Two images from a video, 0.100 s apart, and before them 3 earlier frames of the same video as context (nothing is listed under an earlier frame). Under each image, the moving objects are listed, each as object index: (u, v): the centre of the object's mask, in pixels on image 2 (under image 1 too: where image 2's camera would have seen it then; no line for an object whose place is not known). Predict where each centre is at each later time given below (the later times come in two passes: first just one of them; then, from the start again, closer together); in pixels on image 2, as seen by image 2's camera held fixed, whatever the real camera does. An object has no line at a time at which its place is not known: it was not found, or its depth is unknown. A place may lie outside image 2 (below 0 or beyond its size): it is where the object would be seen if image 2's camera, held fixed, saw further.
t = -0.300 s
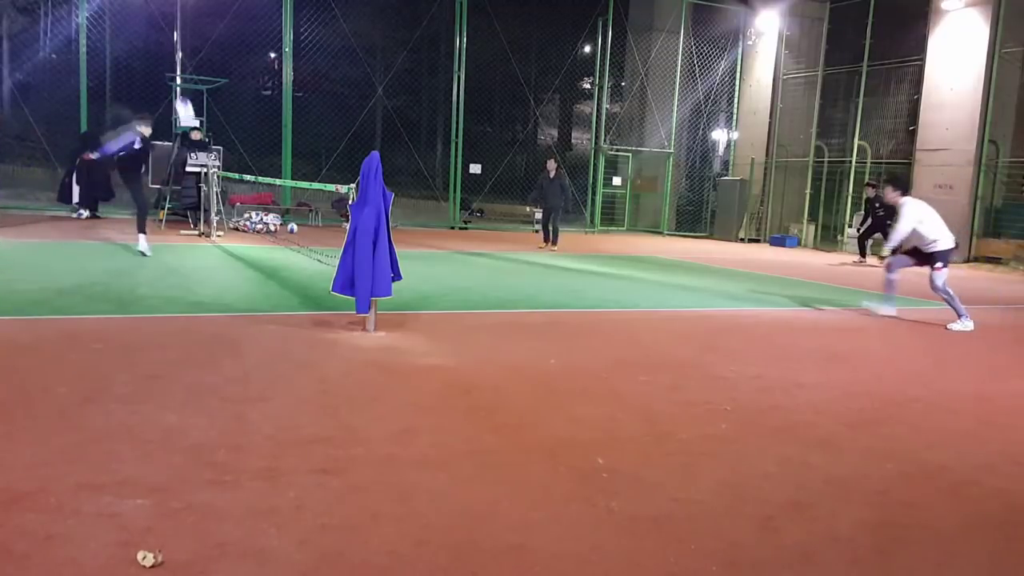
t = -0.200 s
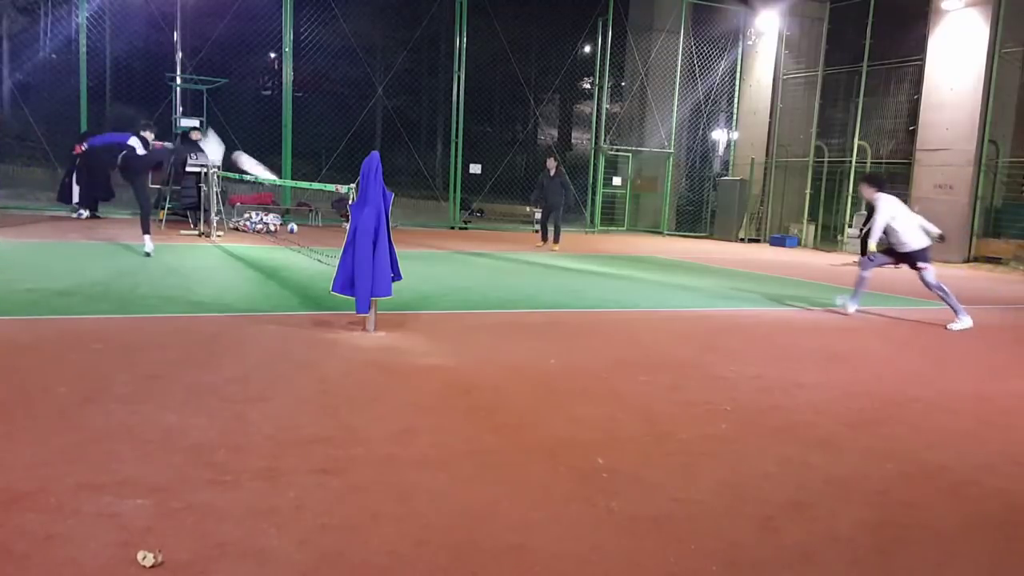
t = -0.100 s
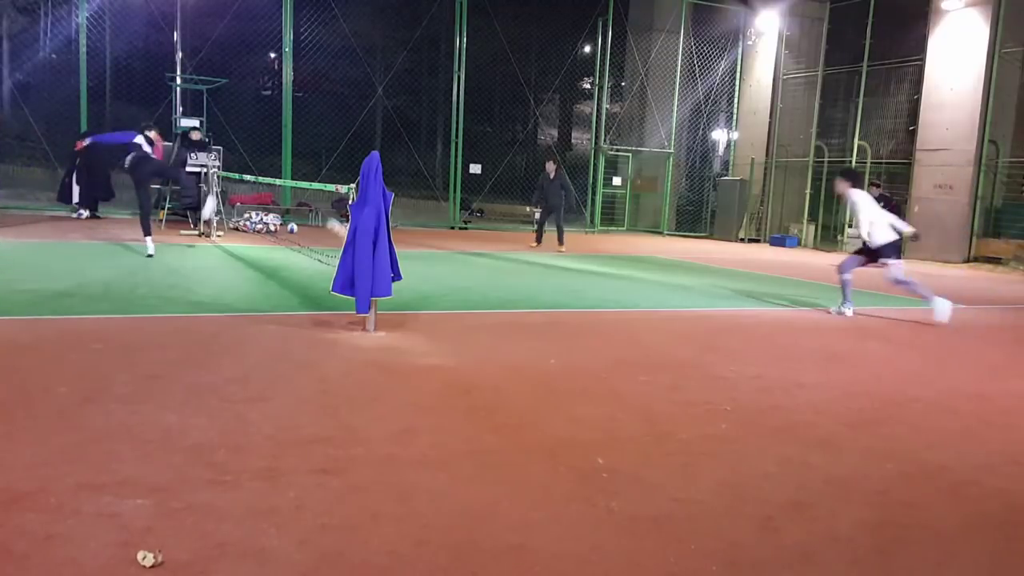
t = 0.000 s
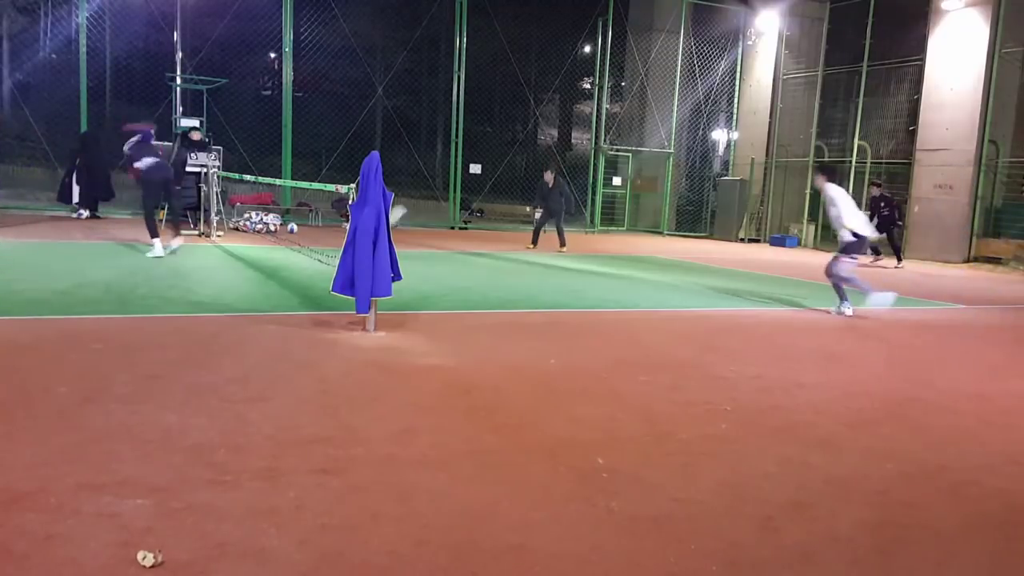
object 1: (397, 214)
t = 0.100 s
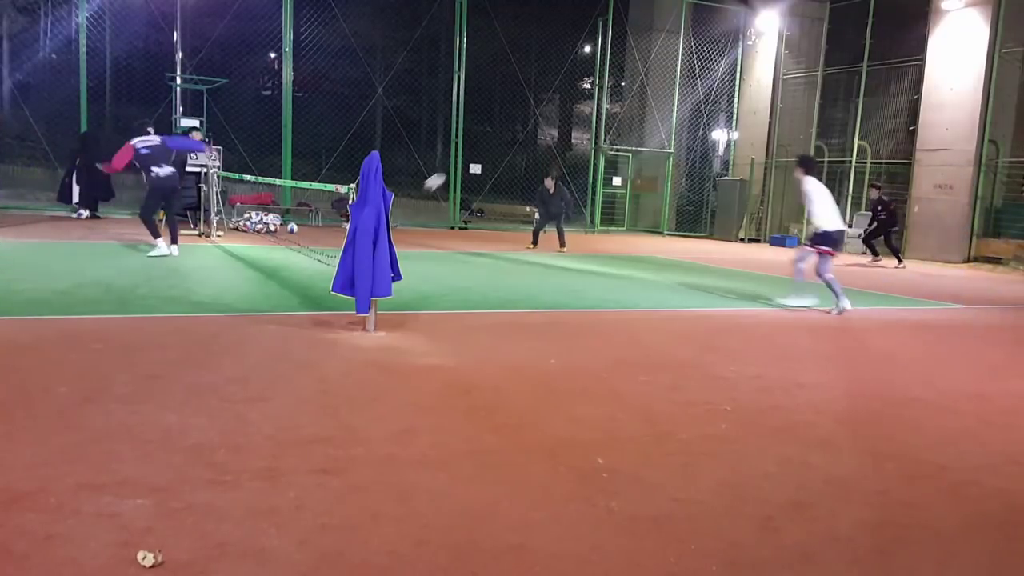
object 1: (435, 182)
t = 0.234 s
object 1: (480, 154)
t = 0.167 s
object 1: (458, 165)
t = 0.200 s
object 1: (470, 159)
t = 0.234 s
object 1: (480, 154)
